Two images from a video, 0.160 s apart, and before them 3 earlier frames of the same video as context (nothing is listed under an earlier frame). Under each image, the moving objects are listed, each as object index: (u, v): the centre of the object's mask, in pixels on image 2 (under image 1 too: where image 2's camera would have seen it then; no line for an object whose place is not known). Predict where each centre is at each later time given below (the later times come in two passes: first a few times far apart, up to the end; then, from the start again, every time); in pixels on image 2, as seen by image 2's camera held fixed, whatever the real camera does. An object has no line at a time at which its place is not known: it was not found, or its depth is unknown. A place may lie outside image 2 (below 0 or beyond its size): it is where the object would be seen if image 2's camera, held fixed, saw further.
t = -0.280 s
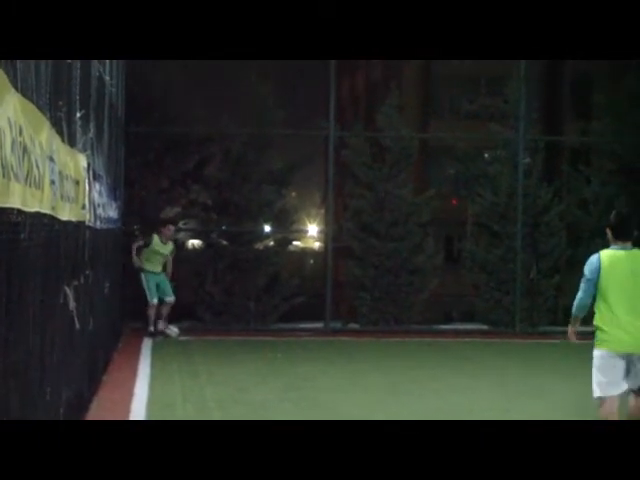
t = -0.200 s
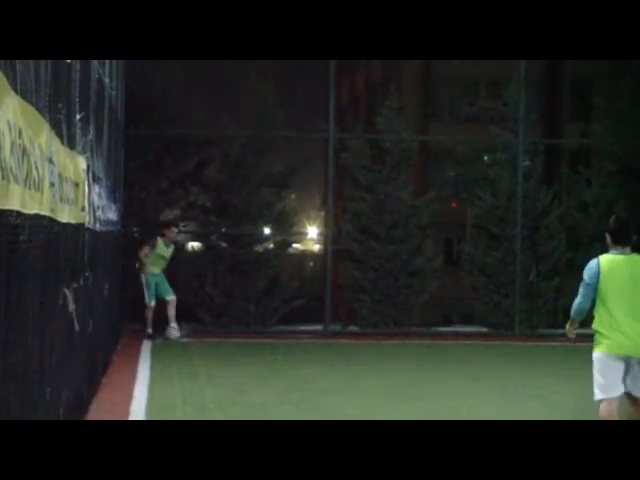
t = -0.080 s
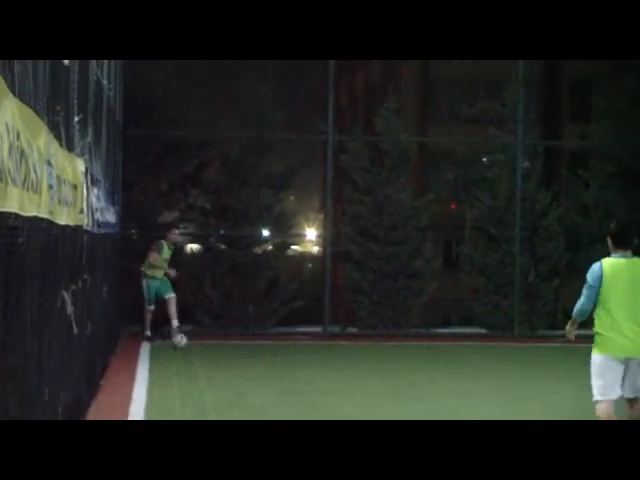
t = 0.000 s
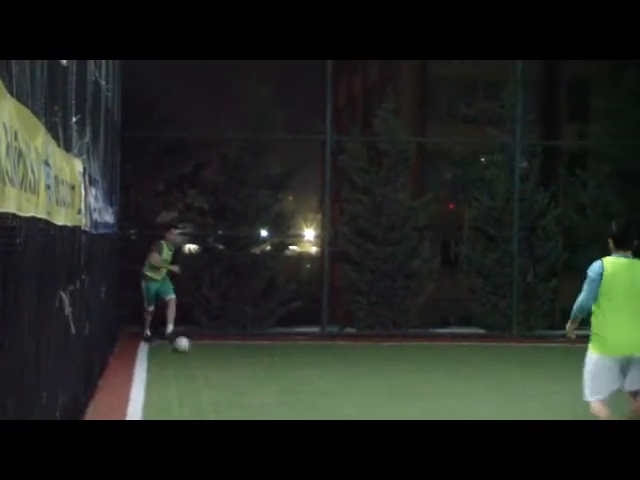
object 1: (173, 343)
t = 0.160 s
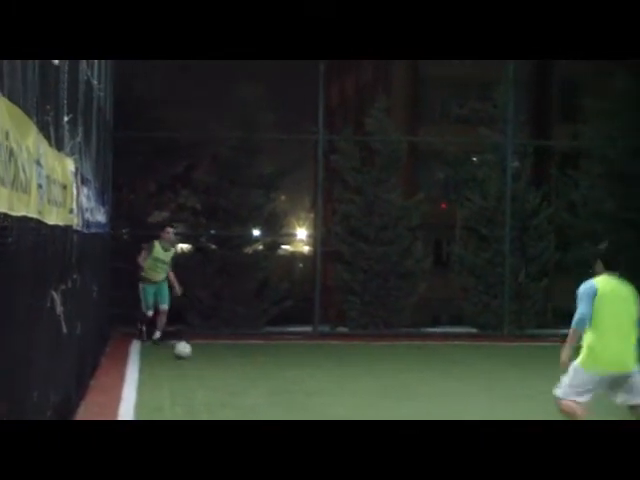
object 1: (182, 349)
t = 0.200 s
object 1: (184, 349)
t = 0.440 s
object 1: (195, 360)
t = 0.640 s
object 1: (202, 363)
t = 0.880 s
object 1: (212, 379)
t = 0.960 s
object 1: (215, 383)
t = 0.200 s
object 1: (184, 349)
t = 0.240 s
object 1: (186, 351)
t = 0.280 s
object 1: (187, 353)
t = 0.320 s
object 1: (190, 354)
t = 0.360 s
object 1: (191, 356)
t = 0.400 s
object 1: (193, 358)
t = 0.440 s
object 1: (195, 360)
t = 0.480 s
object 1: (196, 361)
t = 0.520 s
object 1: (198, 363)
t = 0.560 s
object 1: (199, 364)
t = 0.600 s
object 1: (201, 363)
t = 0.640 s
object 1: (202, 363)
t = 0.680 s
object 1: (204, 367)
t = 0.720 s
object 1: (206, 371)
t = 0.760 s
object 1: (207, 374)
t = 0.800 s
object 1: (209, 375)
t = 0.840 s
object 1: (210, 376)
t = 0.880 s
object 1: (212, 379)
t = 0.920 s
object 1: (213, 382)
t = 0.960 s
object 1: (215, 383)
